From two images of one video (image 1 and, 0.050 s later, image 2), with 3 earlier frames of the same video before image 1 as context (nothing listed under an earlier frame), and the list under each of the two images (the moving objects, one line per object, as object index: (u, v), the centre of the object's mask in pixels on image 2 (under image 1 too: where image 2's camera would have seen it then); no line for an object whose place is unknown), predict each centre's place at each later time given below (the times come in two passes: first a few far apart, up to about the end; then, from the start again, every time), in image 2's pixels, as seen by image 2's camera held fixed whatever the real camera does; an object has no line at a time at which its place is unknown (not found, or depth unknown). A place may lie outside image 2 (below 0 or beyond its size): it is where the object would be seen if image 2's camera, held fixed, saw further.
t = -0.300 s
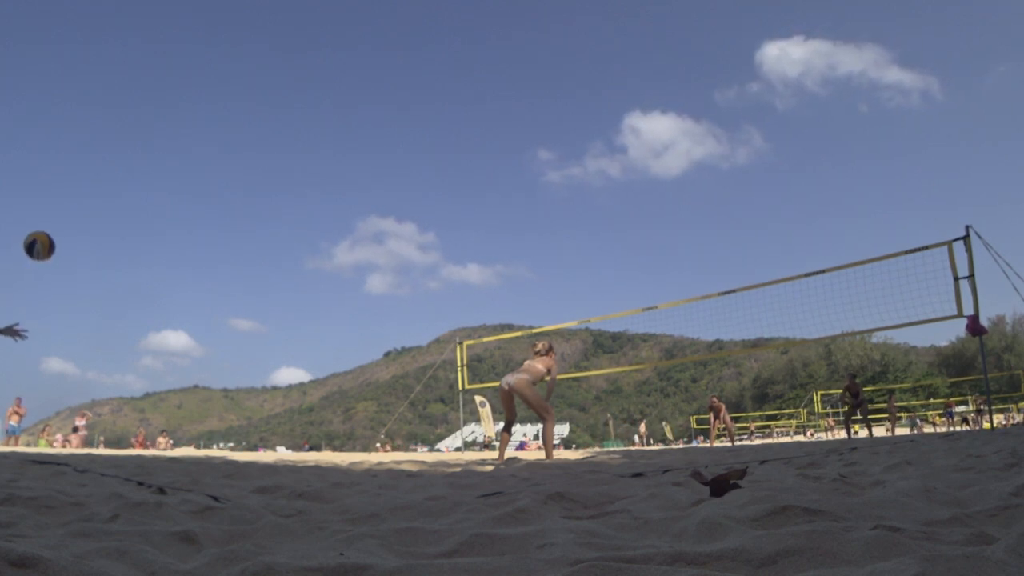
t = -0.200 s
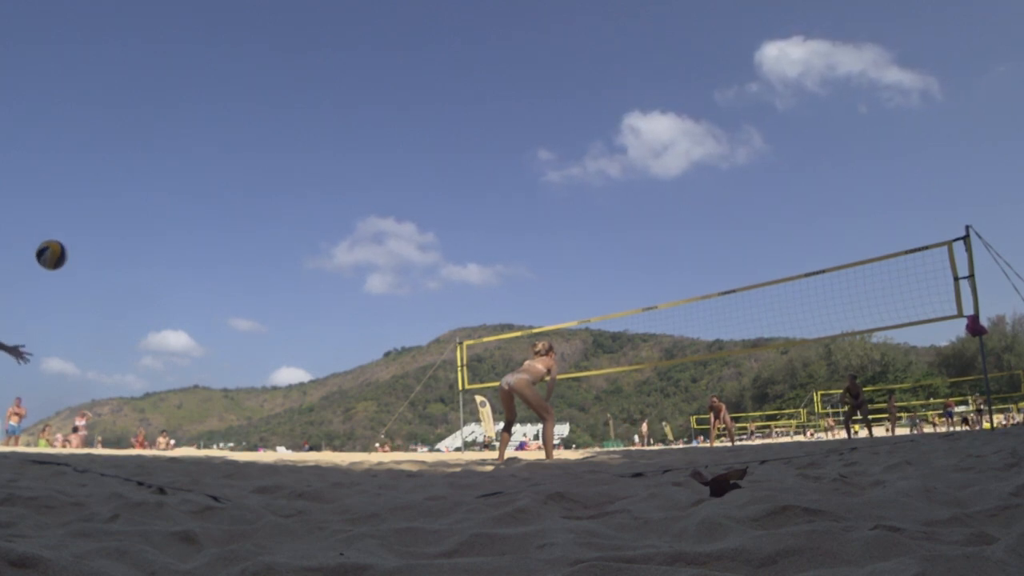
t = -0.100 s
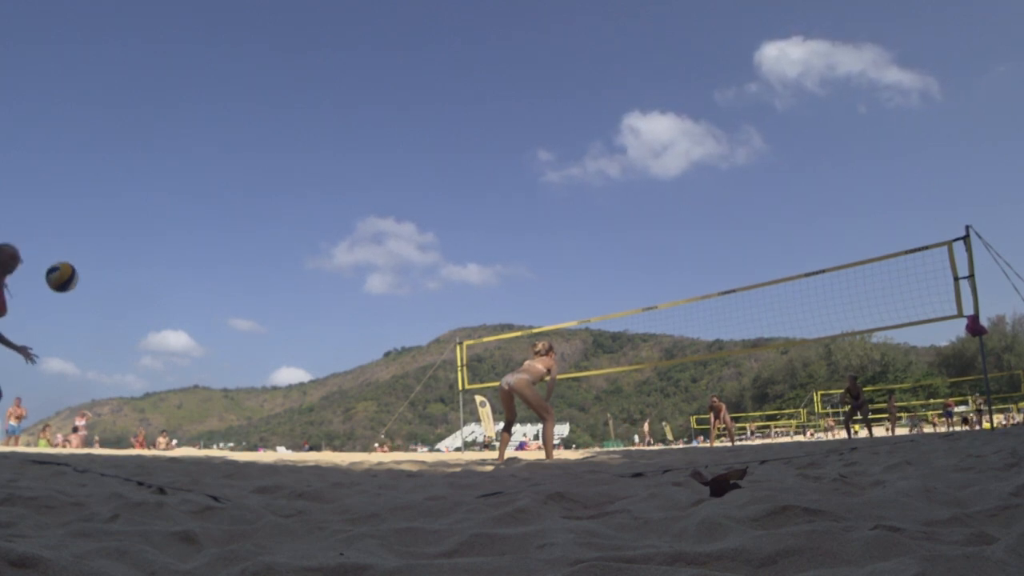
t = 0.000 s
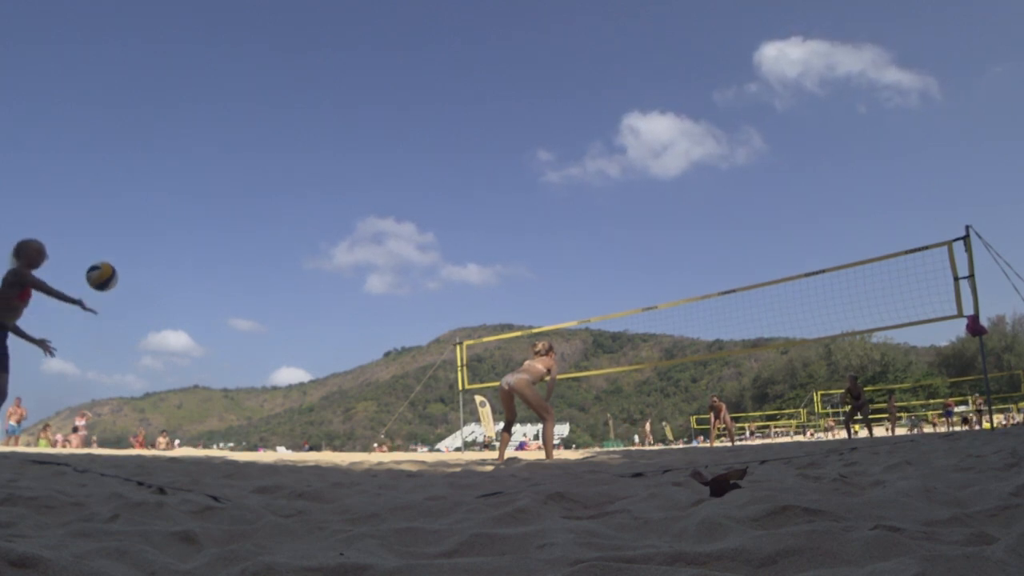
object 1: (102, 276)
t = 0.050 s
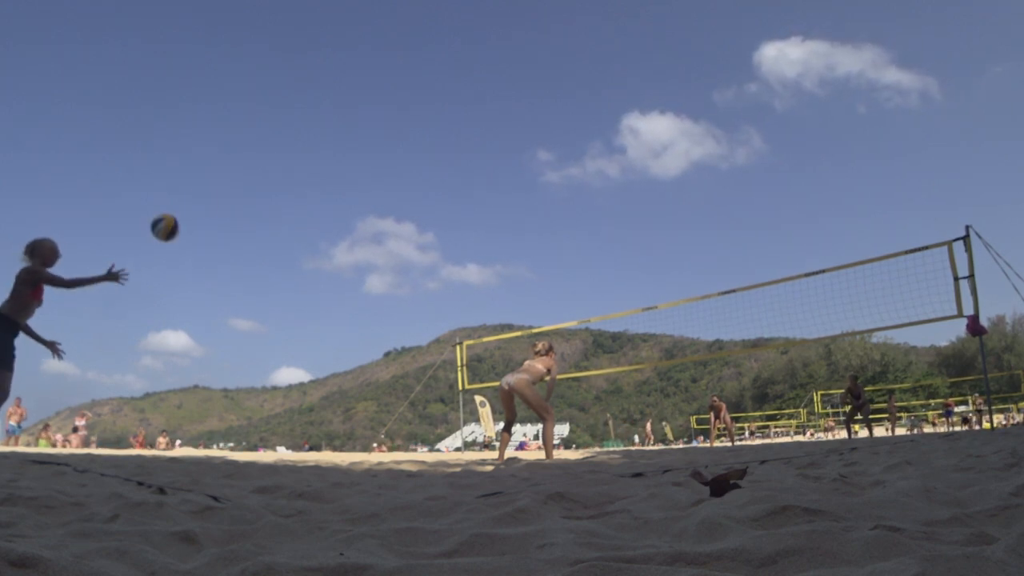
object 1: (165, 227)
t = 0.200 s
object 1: (313, 126)
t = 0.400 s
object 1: (446, 65)
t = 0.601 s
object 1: (536, 54)
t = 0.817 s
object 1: (605, 72)
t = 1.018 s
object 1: (655, 107)
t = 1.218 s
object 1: (698, 155)
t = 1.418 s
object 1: (738, 212)
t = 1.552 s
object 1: (762, 257)
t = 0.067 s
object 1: (184, 213)
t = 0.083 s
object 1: (203, 199)
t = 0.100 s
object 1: (221, 187)
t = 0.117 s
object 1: (238, 175)
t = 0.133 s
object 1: (254, 164)
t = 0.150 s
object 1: (270, 153)
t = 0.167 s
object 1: (285, 143)
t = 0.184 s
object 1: (300, 134)
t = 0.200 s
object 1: (313, 126)
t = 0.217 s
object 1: (327, 119)
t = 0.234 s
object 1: (340, 111)
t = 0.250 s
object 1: (352, 105)
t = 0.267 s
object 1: (364, 99)
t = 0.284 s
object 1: (376, 93)
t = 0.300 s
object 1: (387, 88)
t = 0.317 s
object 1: (398, 83)
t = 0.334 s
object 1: (408, 79)
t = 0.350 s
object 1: (418, 75)
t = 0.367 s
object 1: (428, 71)
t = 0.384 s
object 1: (437, 68)
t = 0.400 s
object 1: (446, 65)
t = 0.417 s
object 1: (455, 63)
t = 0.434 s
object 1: (464, 61)
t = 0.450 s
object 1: (472, 59)
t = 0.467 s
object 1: (480, 57)
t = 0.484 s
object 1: (487, 56)
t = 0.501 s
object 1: (495, 55)
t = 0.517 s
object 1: (502, 54)
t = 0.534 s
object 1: (510, 54)
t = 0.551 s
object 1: (516, 54)
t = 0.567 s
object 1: (523, 53)
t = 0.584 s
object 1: (530, 54)
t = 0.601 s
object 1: (536, 54)
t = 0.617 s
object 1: (542, 54)
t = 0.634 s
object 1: (549, 55)
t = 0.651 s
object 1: (555, 56)
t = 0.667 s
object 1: (560, 57)
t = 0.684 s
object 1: (566, 58)
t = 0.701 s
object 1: (571, 59)
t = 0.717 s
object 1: (576, 60)
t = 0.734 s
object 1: (582, 62)
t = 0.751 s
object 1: (586, 64)
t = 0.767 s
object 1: (591, 66)
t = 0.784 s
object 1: (596, 68)
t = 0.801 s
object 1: (601, 70)
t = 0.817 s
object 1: (605, 72)
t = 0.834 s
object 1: (611, 75)
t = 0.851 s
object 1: (614, 77)
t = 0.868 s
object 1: (618, 80)
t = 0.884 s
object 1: (623, 82)
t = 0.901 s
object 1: (627, 85)
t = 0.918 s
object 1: (631, 88)
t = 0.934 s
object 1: (636, 91)
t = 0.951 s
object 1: (639, 94)
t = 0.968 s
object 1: (643, 97)
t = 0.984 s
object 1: (648, 100)
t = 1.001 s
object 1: (652, 104)
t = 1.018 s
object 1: (655, 107)
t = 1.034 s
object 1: (659, 110)
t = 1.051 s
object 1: (663, 114)
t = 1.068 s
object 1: (667, 118)
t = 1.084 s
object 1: (671, 122)
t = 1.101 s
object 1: (675, 125)
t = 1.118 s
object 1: (678, 129)
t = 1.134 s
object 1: (681, 133)
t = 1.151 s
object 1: (685, 138)
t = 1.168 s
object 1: (689, 142)
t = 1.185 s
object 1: (692, 146)
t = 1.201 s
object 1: (695, 151)
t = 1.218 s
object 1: (698, 155)
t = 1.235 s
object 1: (702, 159)
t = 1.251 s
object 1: (705, 164)
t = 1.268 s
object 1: (709, 169)
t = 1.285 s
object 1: (712, 173)
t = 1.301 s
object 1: (715, 178)
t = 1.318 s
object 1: (718, 183)
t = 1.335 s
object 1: (723, 188)
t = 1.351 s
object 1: (725, 193)
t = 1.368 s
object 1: (728, 198)
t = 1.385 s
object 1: (732, 202)
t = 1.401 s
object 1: (735, 208)
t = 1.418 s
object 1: (738, 212)
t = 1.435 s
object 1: (741, 218)
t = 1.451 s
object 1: (744, 223)
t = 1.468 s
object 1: (747, 229)
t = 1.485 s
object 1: (750, 234)
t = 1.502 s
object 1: (753, 240)
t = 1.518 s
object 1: (756, 246)
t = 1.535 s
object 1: (759, 251)
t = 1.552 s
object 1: (762, 257)
